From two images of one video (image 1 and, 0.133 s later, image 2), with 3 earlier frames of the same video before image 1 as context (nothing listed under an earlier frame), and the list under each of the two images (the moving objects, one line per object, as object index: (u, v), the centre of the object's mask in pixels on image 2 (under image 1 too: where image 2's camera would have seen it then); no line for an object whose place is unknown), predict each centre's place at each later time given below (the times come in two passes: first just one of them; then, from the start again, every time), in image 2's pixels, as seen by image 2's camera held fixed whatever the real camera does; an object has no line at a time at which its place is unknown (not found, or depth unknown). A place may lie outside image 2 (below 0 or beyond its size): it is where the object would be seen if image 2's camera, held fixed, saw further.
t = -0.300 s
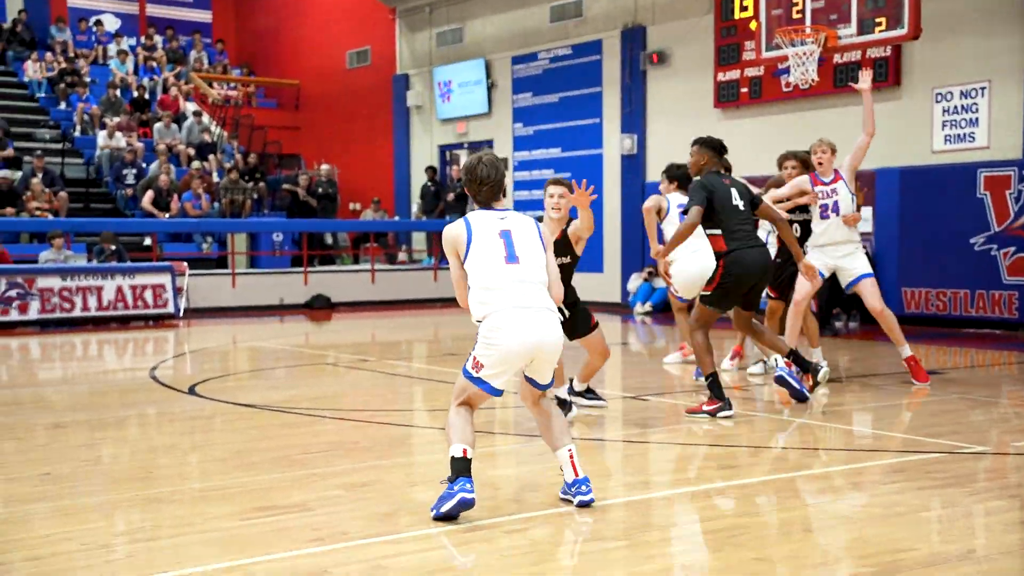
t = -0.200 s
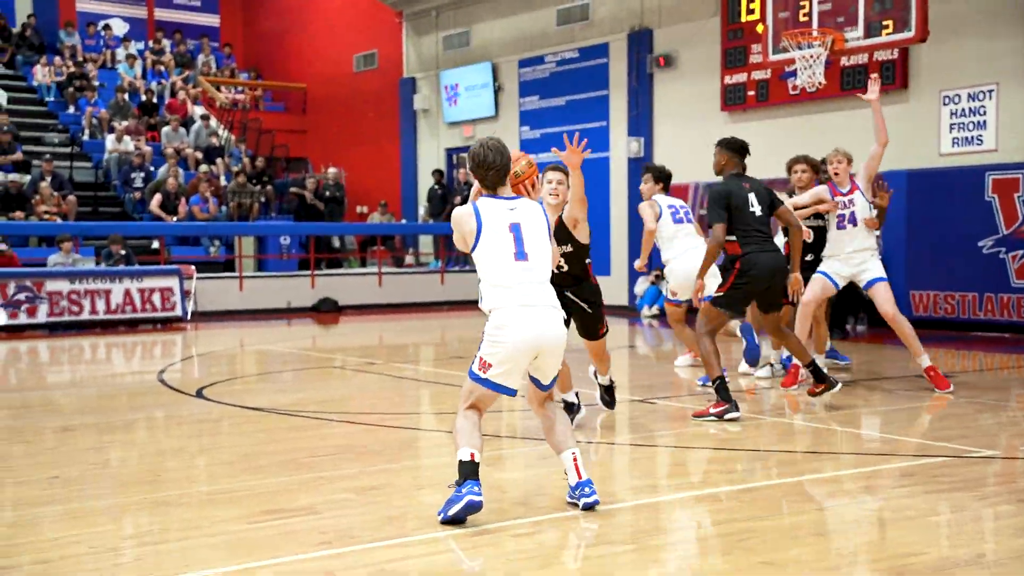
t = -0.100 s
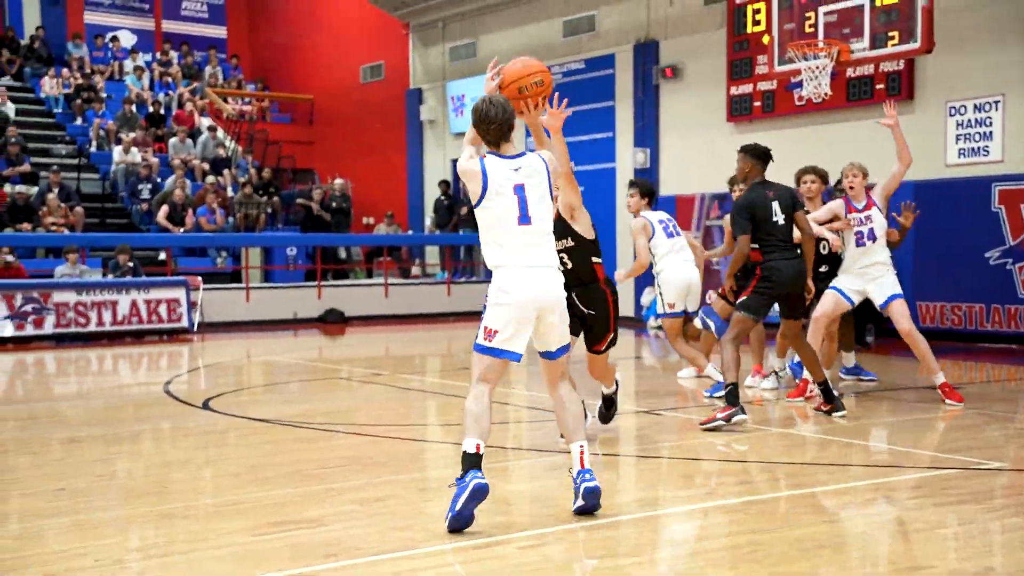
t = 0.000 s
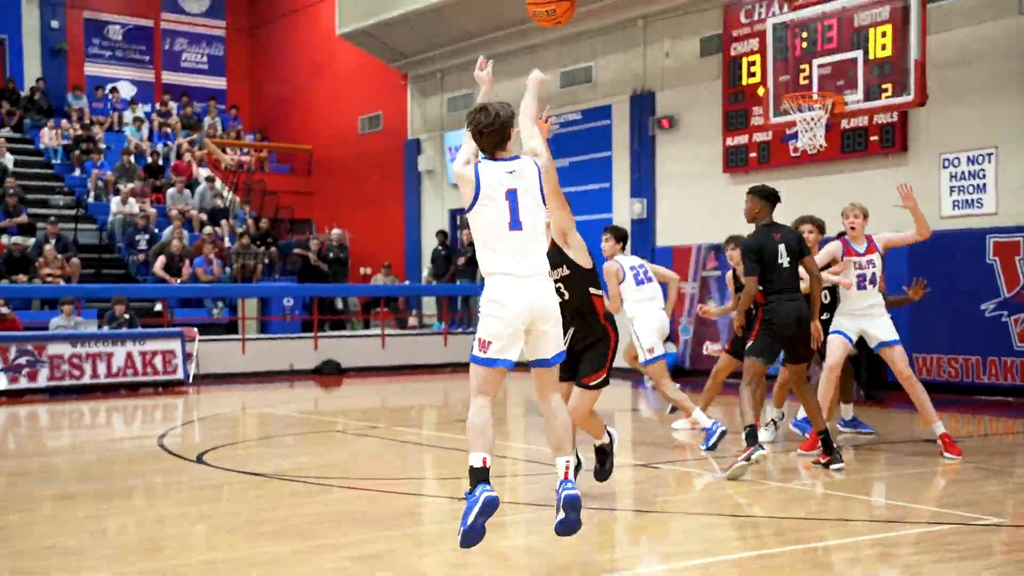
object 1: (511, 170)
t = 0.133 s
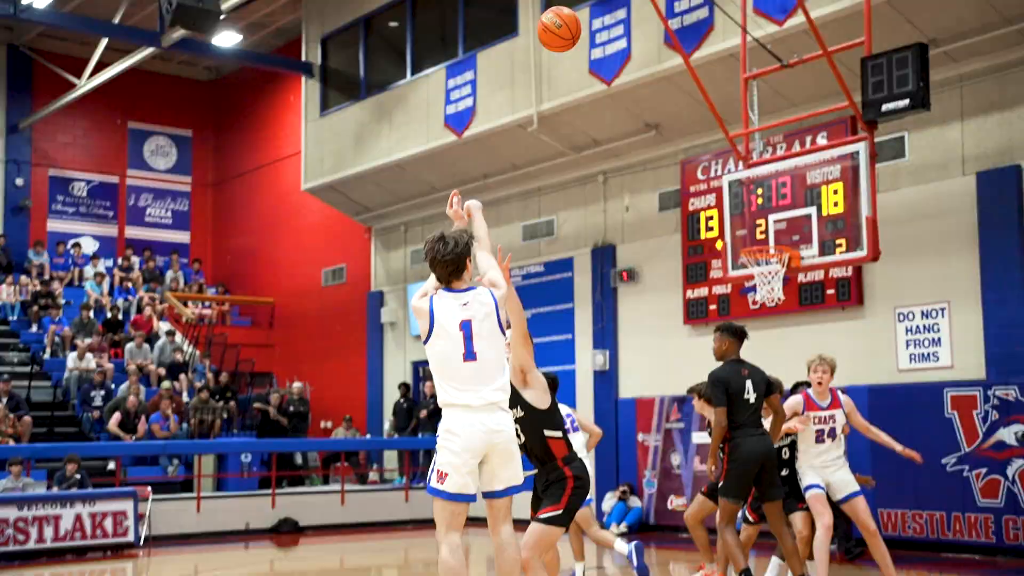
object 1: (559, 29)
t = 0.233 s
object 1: (589, -31)
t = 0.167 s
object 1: (569, 5)
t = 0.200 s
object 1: (579, -15)
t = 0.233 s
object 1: (589, -31)
